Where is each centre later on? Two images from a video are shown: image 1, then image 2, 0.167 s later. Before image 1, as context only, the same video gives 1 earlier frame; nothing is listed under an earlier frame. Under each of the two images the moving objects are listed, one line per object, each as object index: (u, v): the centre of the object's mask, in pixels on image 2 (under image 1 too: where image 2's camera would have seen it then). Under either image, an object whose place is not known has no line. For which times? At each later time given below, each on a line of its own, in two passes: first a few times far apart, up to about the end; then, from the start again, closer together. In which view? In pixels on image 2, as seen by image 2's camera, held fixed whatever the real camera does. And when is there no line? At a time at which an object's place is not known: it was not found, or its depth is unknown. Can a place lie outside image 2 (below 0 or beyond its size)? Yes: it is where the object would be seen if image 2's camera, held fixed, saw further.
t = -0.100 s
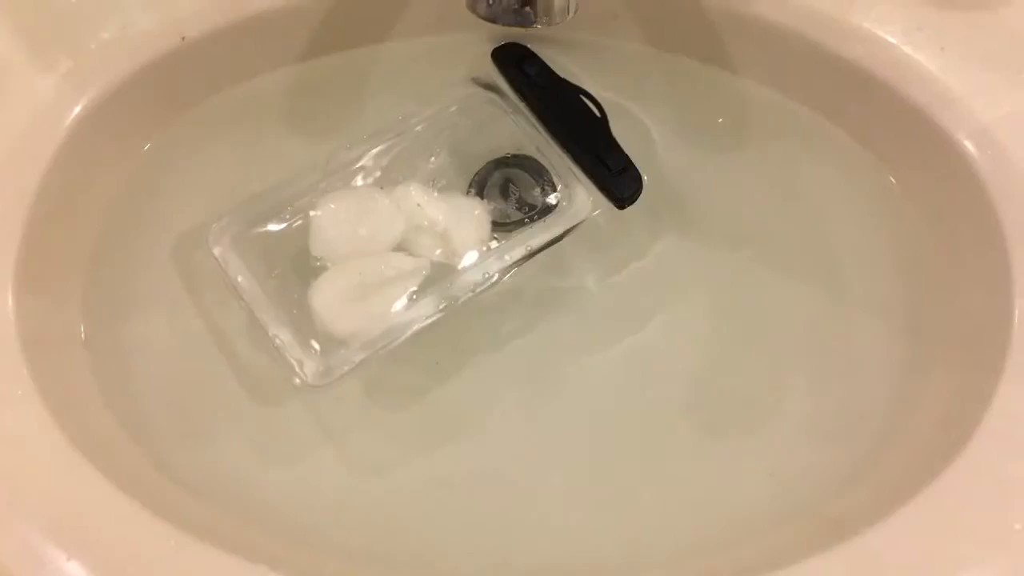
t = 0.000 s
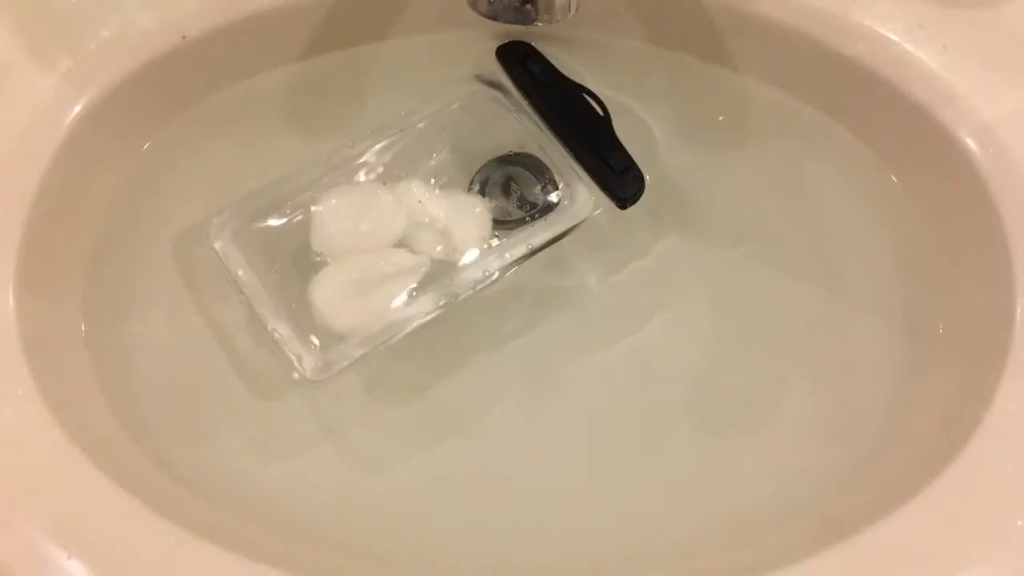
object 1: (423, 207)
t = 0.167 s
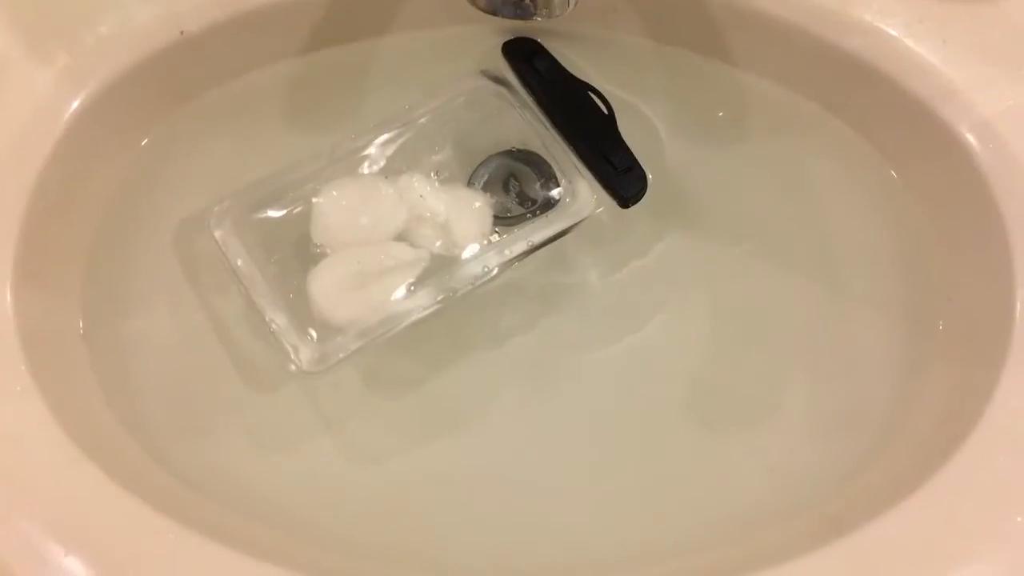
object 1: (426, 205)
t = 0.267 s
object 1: (428, 204)
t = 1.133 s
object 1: (441, 196)
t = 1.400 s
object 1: (450, 194)
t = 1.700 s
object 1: (454, 192)
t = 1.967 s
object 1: (455, 190)
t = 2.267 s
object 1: (465, 189)
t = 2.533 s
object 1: (470, 187)
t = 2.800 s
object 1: (472, 185)
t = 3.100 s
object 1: (477, 184)
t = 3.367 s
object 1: (486, 184)
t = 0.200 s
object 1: (427, 204)
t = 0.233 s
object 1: (428, 204)
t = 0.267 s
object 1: (428, 204)
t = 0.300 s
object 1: (429, 204)
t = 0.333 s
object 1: (430, 204)
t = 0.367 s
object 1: (431, 204)
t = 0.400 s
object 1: (431, 204)
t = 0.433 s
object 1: (432, 204)
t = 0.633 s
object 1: (435, 202)
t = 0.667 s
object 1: (436, 201)
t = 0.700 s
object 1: (436, 200)
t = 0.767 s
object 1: (436, 200)
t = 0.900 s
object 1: (436, 198)
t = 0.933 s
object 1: (436, 198)
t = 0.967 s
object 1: (437, 198)
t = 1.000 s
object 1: (437, 197)
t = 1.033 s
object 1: (438, 197)
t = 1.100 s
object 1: (440, 196)
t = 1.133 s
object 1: (441, 196)
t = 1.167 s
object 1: (442, 196)
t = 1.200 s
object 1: (443, 196)
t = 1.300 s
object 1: (447, 195)
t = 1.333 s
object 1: (447, 194)
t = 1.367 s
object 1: (448, 194)
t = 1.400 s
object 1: (450, 194)
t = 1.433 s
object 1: (452, 194)
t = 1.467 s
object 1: (452, 194)
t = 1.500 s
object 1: (453, 194)
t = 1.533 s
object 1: (453, 193)
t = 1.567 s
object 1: (454, 193)
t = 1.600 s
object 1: (454, 193)
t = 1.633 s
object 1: (455, 193)
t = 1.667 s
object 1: (455, 192)
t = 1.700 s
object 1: (454, 192)
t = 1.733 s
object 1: (454, 192)
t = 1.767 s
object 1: (454, 191)
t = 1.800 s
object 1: (454, 191)
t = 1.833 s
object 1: (454, 191)
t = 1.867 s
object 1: (454, 191)
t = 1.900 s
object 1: (454, 191)
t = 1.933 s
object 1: (455, 190)
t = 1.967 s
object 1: (455, 190)
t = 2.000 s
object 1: (457, 190)
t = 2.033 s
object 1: (457, 190)
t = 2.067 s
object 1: (458, 190)
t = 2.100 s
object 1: (460, 189)
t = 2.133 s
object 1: (461, 189)
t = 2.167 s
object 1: (462, 189)
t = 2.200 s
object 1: (463, 189)
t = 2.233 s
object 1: (464, 189)
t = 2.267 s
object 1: (465, 189)
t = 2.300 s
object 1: (466, 189)
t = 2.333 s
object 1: (466, 188)
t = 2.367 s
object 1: (467, 188)
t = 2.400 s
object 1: (468, 188)
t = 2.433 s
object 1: (469, 188)
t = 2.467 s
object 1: (470, 188)
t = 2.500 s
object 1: (470, 188)
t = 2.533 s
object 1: (470, 187)
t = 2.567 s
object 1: (471, 187)
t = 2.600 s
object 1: (471, 186)
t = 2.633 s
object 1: (470, 186)
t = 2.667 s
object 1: (471, 186)
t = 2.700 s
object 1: (471, 186)
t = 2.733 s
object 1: (471, 186)
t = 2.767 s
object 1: (472, 185)
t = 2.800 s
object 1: (472, 185)
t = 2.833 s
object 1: (472, 185)
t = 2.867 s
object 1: (472, 184)
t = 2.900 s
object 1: (472, 184)
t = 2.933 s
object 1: (473, 184)
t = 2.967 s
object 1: (473, 184)
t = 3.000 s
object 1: (474, 184)
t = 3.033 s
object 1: (475, 184)
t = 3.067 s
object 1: (476, 184)
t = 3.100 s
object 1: (477, 184)
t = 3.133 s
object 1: (478, 184)
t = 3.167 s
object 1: (480, 184)
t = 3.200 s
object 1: (481, 184)
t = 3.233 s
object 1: (482, 184)
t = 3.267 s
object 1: (483, 184)
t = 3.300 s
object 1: (484, 184)
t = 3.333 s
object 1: (485, 184)
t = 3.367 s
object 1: (486, 184)
